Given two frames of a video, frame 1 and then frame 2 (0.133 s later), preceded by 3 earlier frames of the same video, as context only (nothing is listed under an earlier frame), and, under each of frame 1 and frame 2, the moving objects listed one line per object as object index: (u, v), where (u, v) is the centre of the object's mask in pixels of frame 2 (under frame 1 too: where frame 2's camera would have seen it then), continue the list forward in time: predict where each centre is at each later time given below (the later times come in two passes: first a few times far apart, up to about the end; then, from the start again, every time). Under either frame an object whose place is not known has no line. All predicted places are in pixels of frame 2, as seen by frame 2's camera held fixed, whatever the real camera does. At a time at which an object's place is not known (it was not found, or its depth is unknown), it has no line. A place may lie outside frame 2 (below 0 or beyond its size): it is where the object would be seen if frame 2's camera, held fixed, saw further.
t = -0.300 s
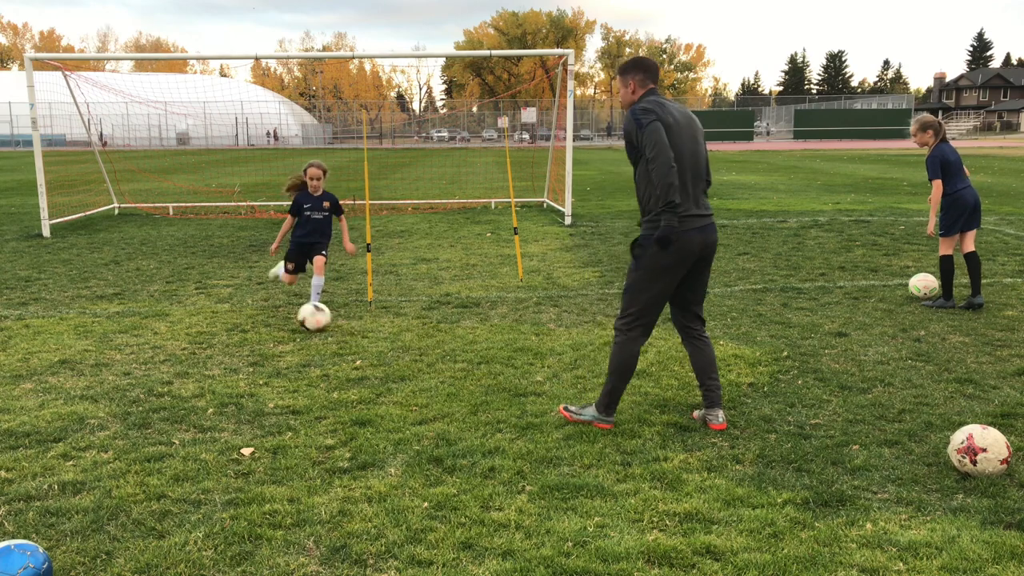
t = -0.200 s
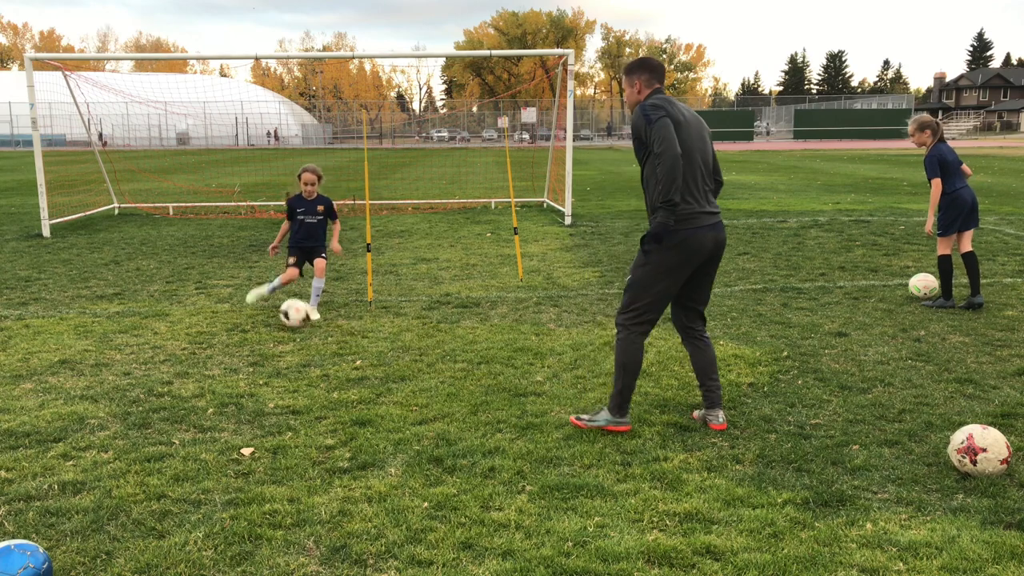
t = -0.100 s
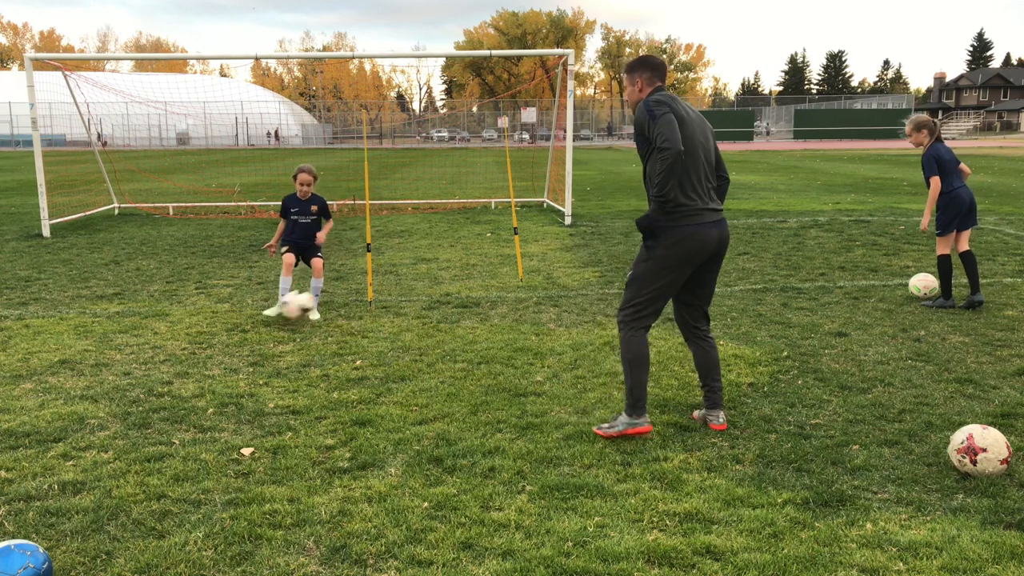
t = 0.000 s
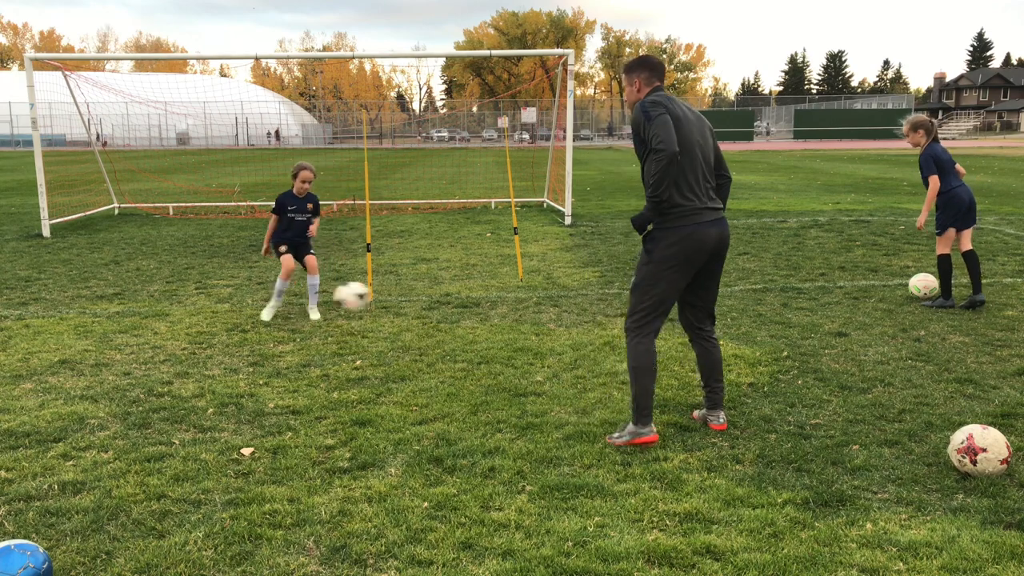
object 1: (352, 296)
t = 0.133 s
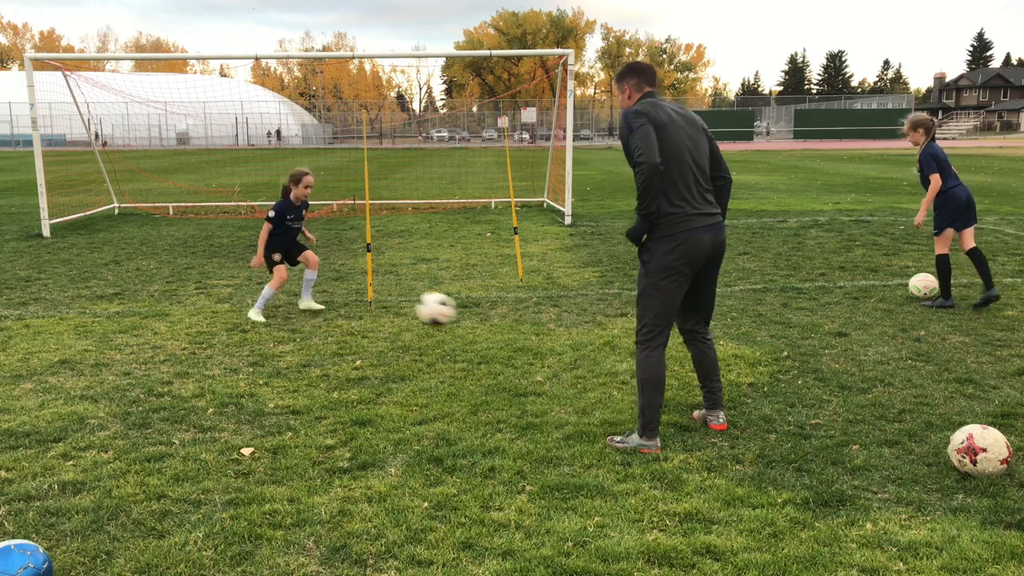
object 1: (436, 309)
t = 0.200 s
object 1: (482, 326)
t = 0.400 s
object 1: (590, 351)
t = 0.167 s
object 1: (458, 316)
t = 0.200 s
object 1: (482, 326)
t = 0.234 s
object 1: (507, 338)
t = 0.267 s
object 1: (533, 352)
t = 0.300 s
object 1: (551, 355)
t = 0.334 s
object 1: (563, 352)
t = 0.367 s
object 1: (577, 351)
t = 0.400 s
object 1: (590, 351)
